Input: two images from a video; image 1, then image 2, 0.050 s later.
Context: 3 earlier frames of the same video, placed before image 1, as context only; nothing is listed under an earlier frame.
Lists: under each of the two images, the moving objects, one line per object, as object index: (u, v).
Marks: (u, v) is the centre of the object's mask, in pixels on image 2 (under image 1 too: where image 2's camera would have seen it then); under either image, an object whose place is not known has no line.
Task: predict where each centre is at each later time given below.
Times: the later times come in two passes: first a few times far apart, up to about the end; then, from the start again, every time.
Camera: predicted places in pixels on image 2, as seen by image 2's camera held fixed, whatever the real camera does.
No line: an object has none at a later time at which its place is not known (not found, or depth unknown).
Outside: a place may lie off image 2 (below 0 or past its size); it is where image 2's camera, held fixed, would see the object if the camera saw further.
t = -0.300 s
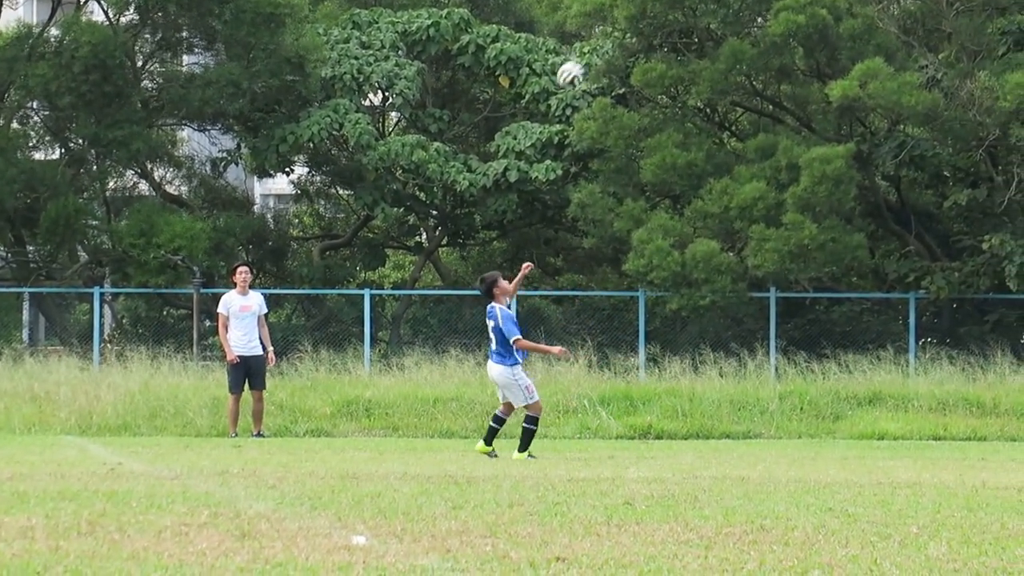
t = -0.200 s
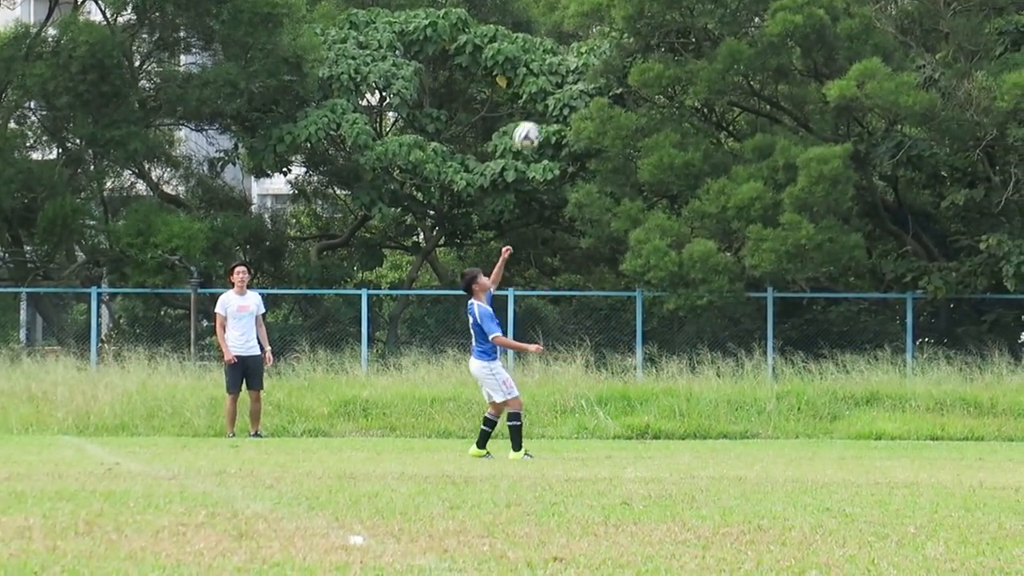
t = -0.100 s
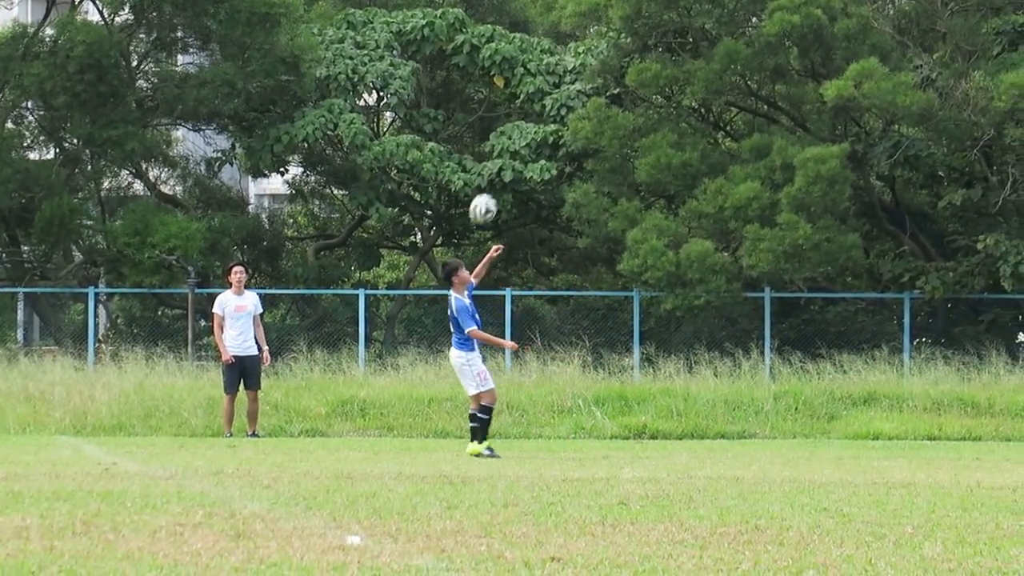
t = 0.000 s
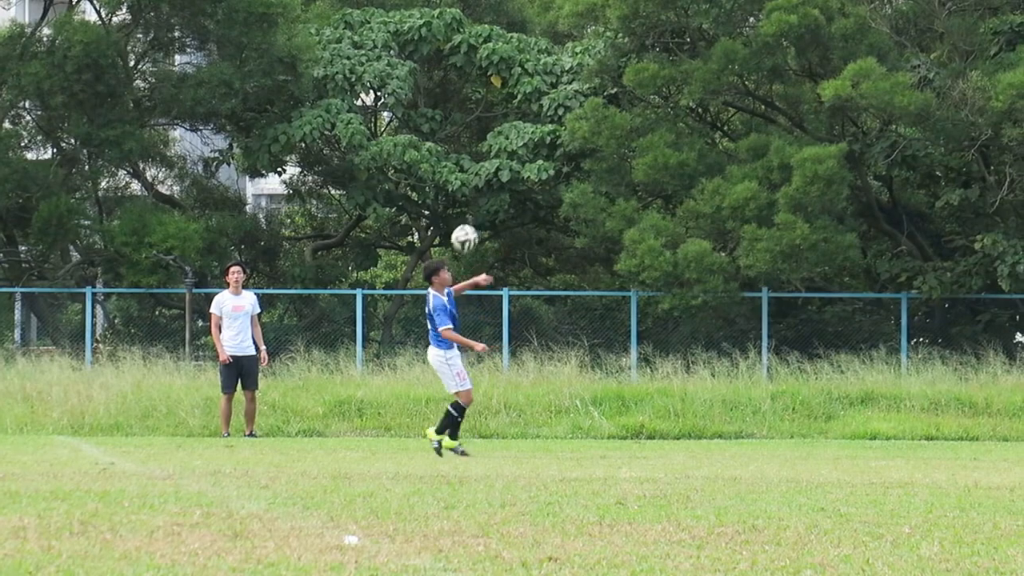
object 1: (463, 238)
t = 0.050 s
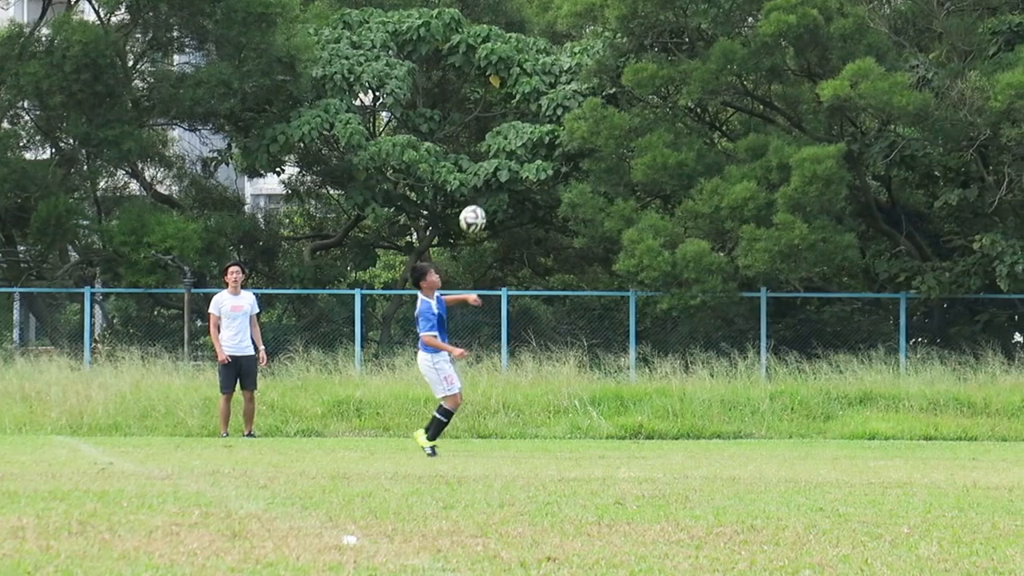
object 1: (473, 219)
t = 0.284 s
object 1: (514, 167)
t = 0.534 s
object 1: (557, 180)
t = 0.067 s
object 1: (475, 213)
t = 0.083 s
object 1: (478, 208)
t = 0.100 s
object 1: (481, 202)
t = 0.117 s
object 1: (485, 197)
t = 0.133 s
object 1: (487, 192)
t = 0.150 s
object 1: (491, 189)
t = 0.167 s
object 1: (493, 185)
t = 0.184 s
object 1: (497, 181)
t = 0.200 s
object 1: (499, 178)
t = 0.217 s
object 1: (502, 176)
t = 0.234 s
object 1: (505, 173)
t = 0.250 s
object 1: (508, 171)
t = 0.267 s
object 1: (510, 169)
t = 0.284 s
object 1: (514, 167)
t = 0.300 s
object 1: (517, 166)
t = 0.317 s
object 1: (519, 165)
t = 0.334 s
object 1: (523, 164)
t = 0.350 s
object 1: (525, 164)
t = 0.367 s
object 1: (528, 164)
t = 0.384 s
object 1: (531, 164)
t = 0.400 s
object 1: (535, 165)
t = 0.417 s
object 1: (537, 166)
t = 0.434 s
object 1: (540, 166)
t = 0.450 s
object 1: (543, 168)
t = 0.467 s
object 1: (546, 170)
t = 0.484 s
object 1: (549, 172)
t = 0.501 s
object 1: (552, 175)
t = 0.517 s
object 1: (554, 177)
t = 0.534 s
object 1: (557, 180)
